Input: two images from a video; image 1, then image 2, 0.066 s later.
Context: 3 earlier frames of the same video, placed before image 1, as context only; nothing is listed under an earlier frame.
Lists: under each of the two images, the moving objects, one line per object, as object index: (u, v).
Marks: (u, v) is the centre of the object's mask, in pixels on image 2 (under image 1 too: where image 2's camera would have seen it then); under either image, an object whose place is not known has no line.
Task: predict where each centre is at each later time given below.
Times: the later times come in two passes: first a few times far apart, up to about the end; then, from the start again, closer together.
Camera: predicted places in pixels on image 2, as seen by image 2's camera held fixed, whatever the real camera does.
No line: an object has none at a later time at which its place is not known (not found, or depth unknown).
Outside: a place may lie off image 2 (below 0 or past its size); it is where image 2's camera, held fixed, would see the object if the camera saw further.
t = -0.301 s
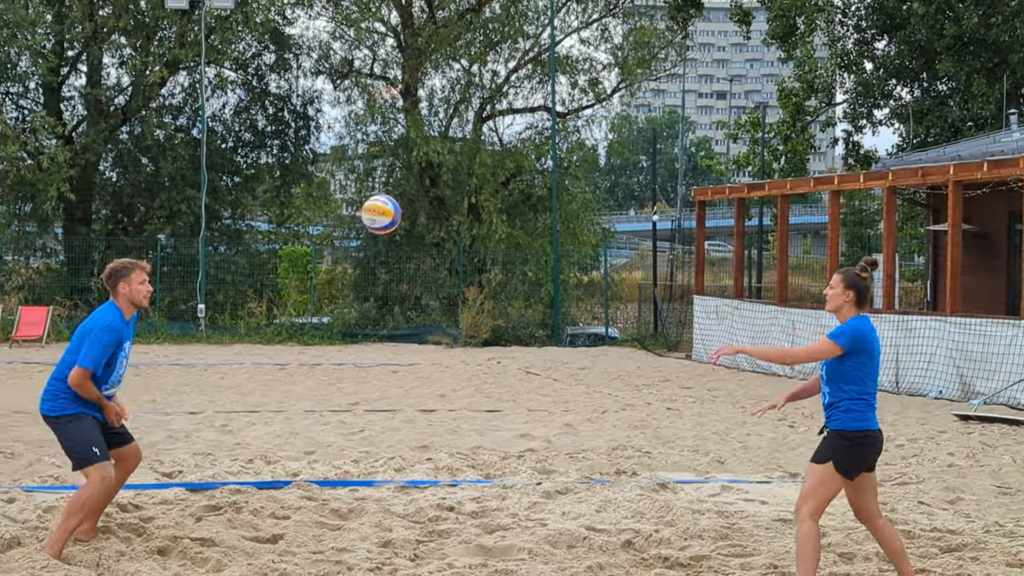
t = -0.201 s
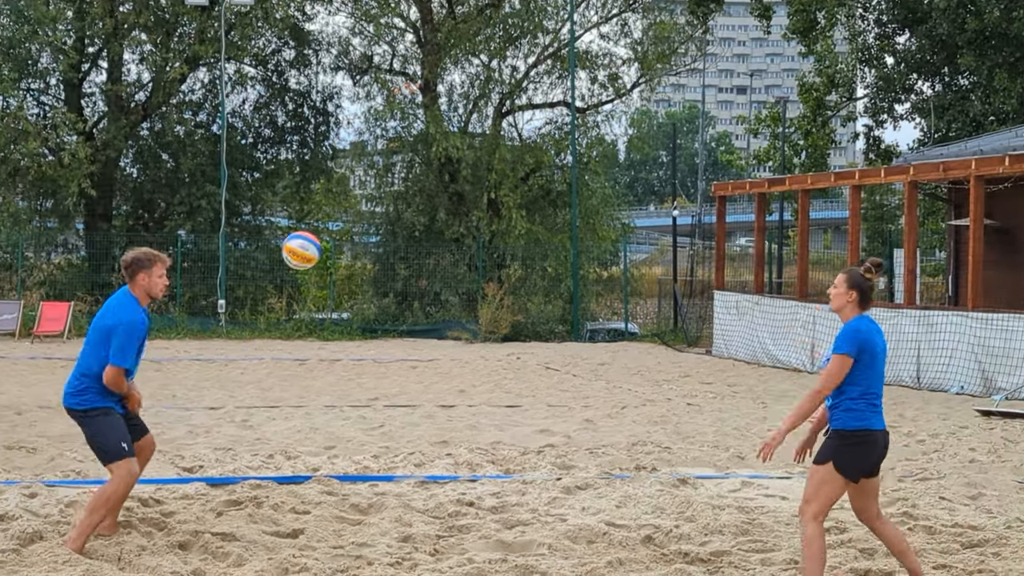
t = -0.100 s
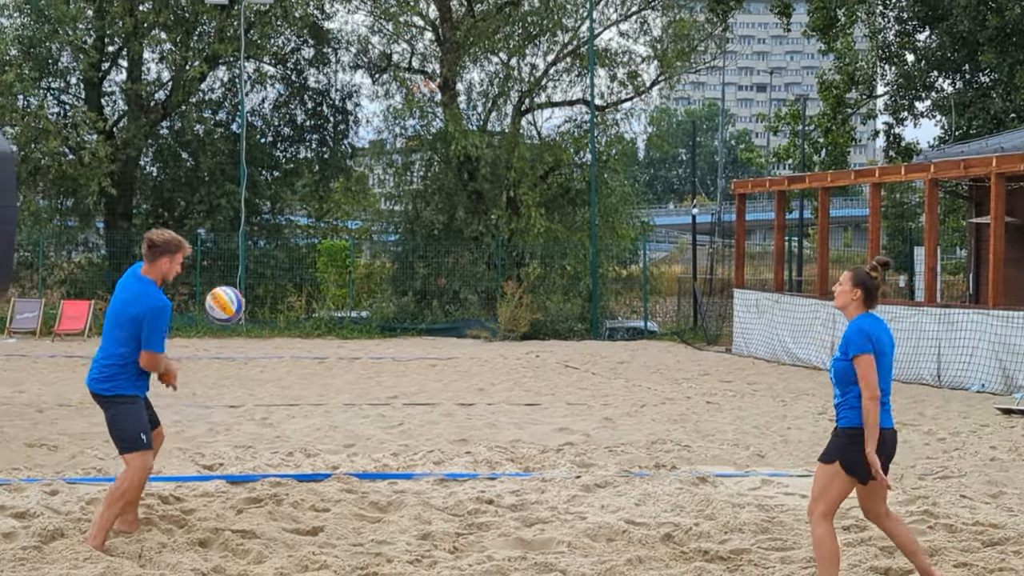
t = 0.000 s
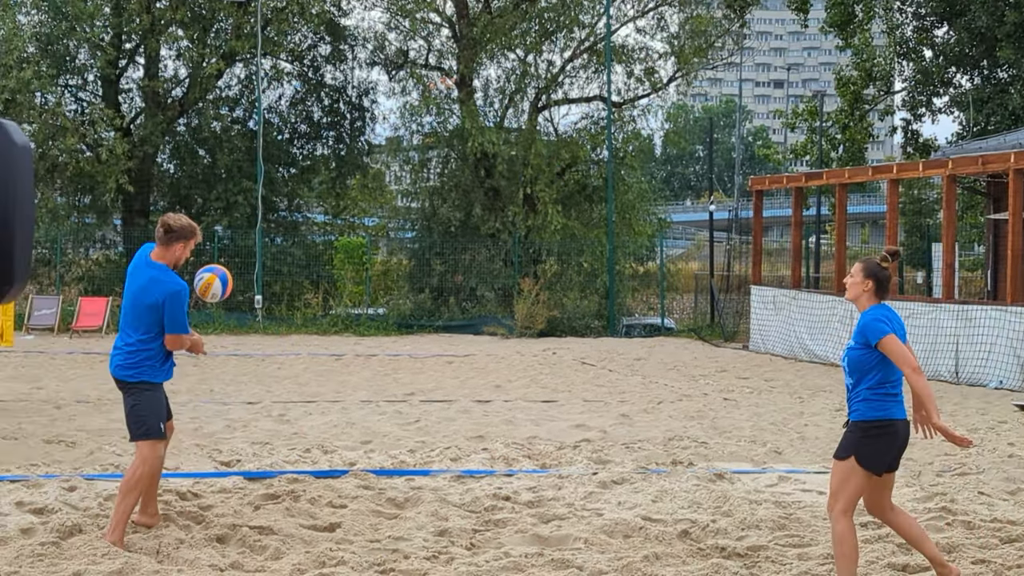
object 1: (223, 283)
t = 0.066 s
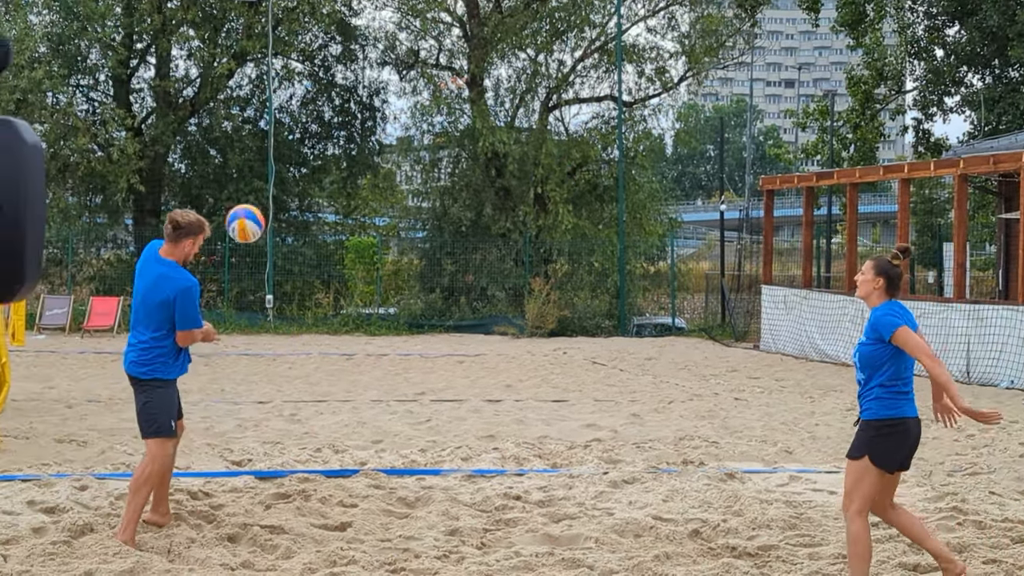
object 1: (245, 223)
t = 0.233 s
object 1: (298, 103)
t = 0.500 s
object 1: (387, 16)
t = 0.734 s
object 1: (474, 32)
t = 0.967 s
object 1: (563, 166)
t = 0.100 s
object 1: (255, 196)
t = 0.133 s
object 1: (266, 170)
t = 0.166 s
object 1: (276, 146)
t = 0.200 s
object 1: (287, 124)
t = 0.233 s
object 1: (298, 103)
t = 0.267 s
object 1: (309, 84)
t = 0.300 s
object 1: (320, 67)
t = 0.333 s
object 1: (331, 52)
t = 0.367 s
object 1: (342, 40)
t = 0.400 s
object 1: (353, 29)
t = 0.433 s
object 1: (365, 22)
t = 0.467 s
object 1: (376, 18)
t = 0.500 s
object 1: (387, 16)
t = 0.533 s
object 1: (400, 16)
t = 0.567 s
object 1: (413, 16)
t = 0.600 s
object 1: (425, 17)
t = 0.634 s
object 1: (437, 19)
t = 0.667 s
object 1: (449, 22)
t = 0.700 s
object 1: (462, 26)
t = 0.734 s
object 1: (474, 32)
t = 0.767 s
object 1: (487, 43)
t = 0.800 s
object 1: (499, 57)
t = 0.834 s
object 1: (512, 74)
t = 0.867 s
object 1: (525, 93)
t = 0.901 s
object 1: (538, 115)
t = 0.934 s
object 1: (550, 140)
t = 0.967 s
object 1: (563, 166)
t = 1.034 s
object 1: (588, 226)
